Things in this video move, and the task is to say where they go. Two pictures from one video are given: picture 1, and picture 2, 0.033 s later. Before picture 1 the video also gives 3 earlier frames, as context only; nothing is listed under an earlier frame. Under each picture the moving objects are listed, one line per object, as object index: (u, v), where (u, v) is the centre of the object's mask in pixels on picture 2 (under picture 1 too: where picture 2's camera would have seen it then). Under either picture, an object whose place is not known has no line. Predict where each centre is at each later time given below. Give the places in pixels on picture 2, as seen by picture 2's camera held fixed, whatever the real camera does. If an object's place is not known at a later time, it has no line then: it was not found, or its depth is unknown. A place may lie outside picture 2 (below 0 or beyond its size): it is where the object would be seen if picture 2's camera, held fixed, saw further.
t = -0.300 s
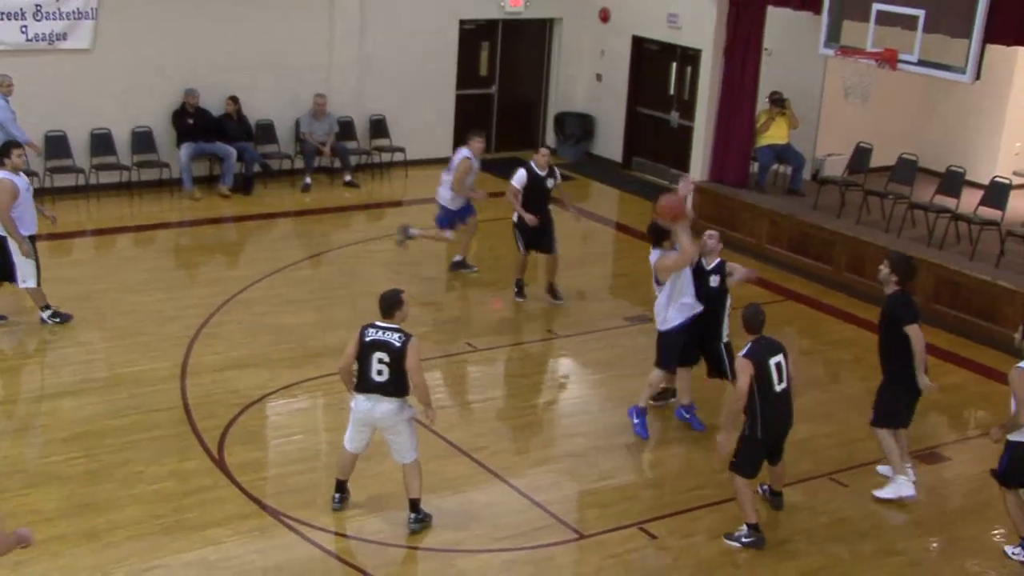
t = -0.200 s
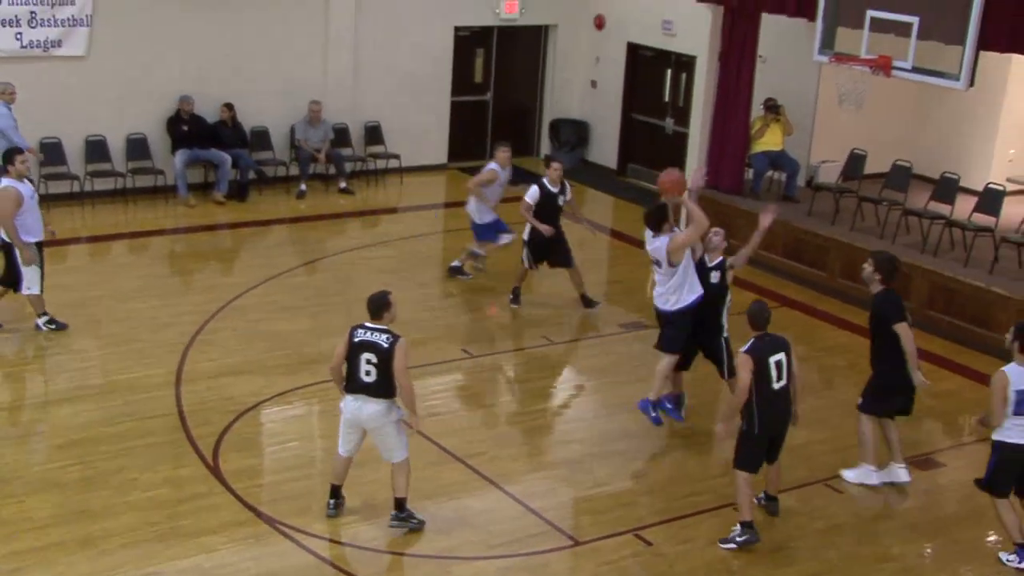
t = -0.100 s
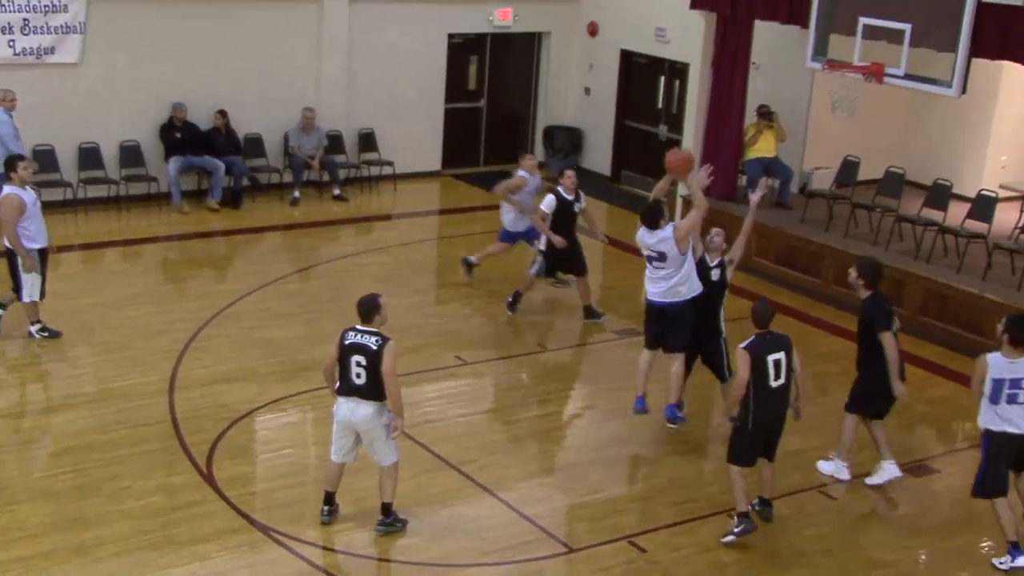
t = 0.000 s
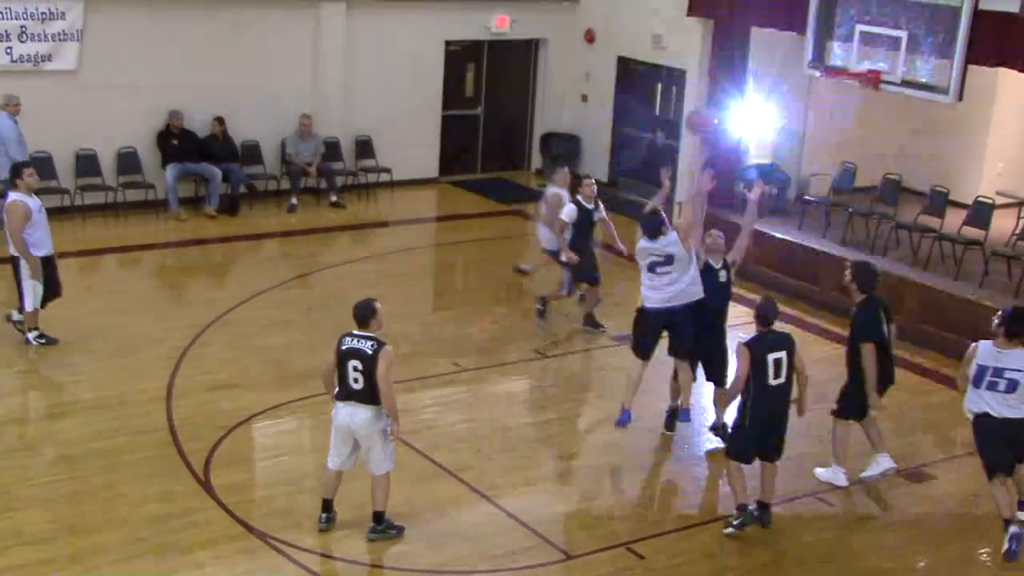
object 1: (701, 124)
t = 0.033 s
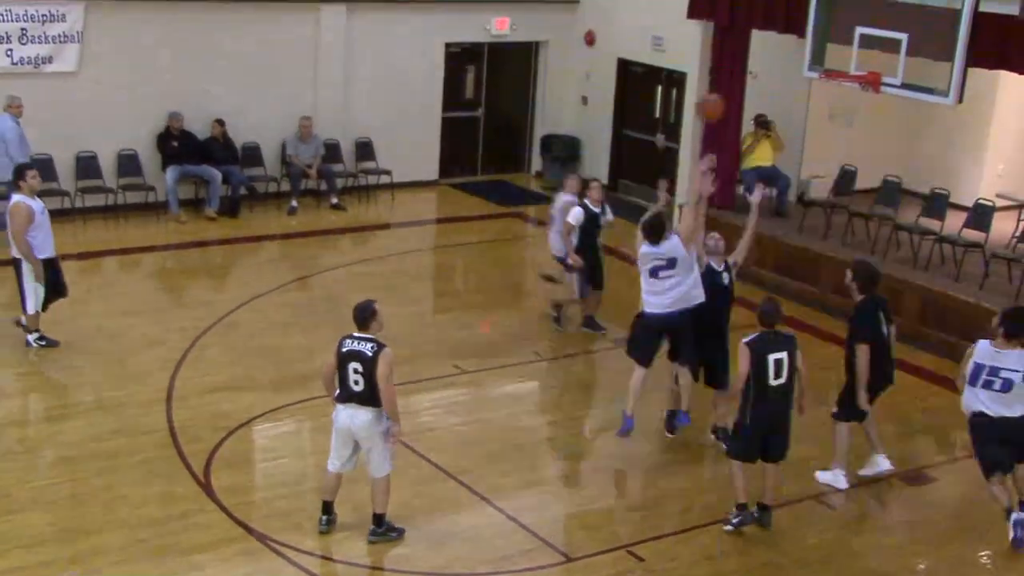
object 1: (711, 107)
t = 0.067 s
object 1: (719, 94)
